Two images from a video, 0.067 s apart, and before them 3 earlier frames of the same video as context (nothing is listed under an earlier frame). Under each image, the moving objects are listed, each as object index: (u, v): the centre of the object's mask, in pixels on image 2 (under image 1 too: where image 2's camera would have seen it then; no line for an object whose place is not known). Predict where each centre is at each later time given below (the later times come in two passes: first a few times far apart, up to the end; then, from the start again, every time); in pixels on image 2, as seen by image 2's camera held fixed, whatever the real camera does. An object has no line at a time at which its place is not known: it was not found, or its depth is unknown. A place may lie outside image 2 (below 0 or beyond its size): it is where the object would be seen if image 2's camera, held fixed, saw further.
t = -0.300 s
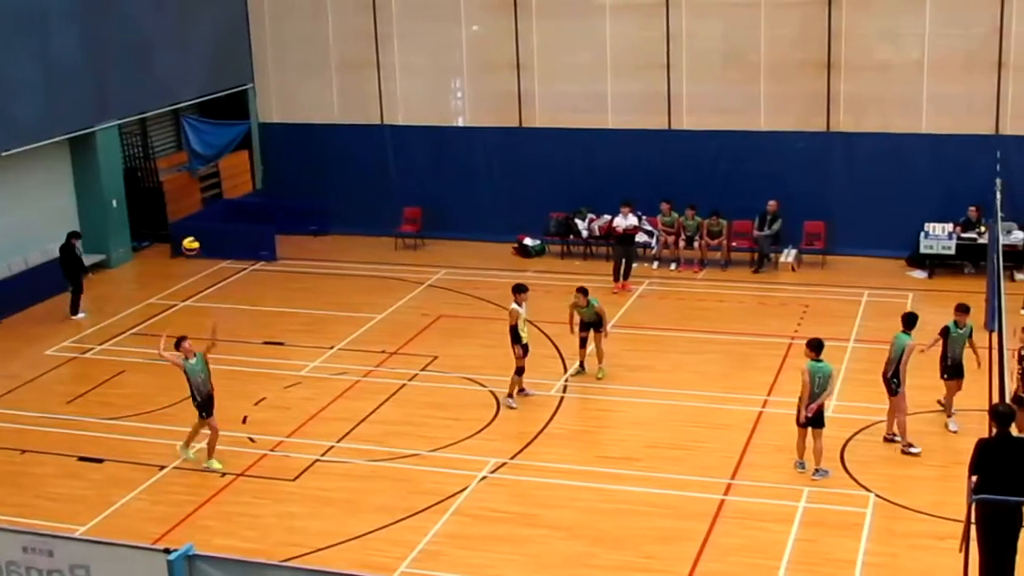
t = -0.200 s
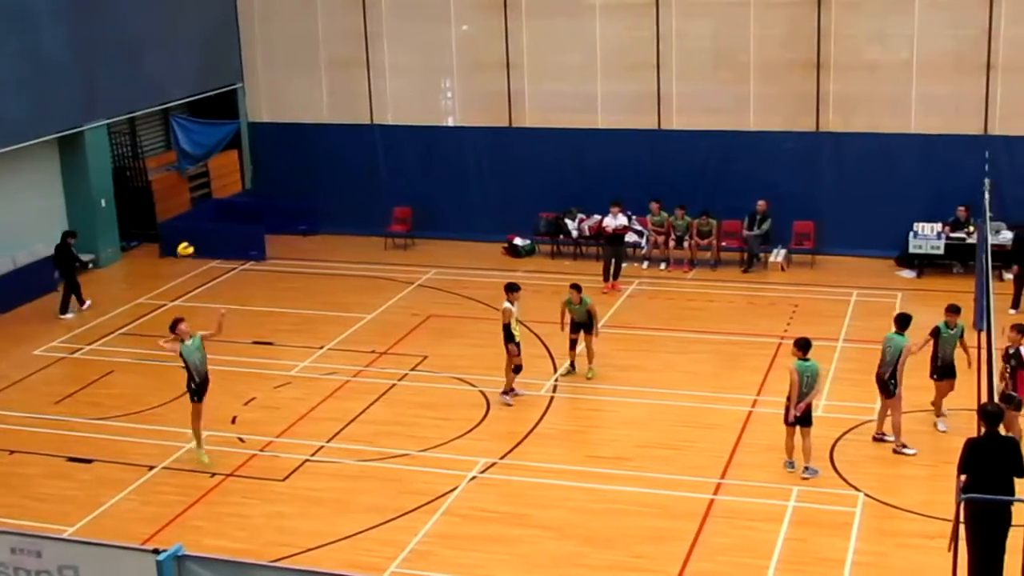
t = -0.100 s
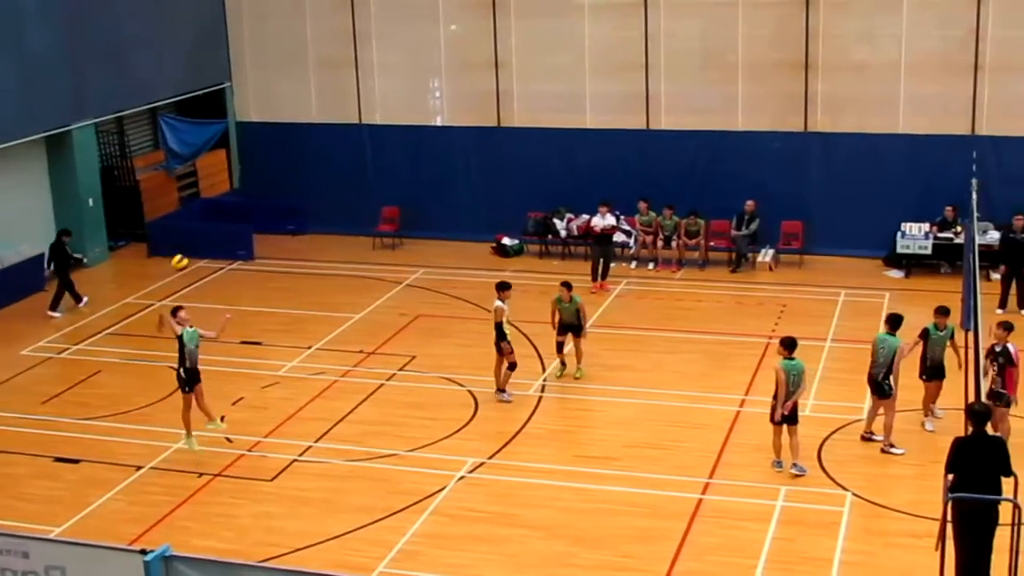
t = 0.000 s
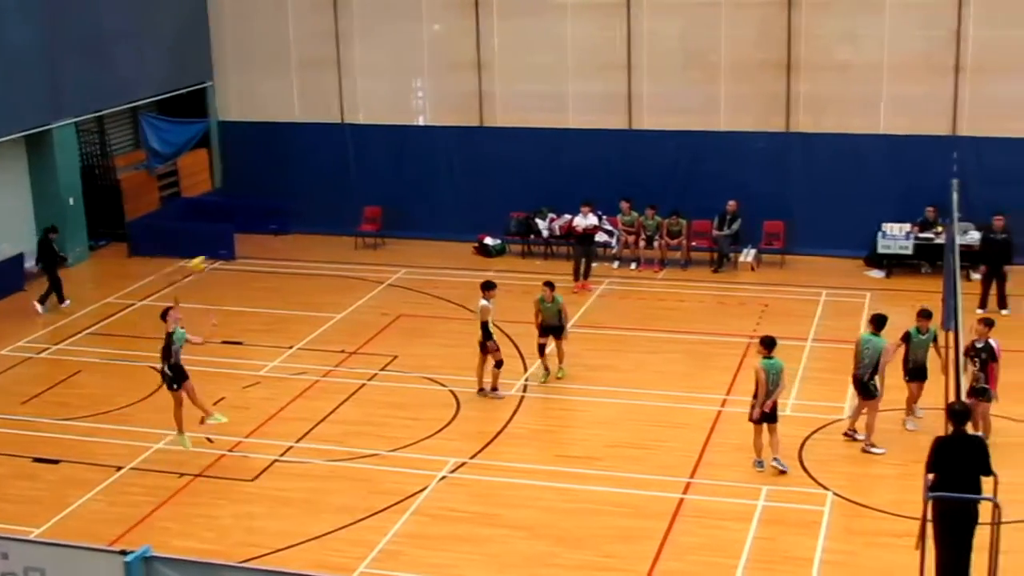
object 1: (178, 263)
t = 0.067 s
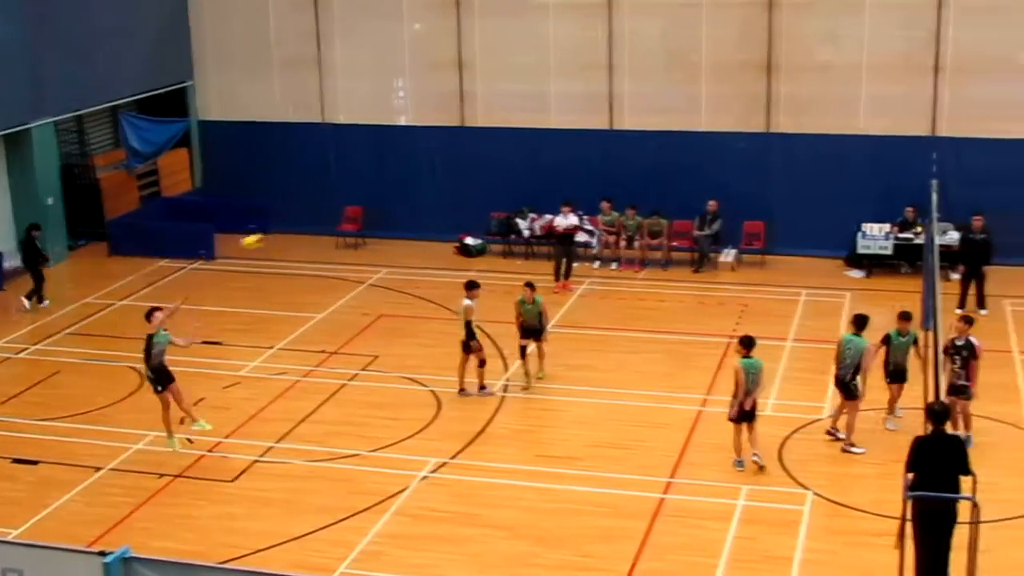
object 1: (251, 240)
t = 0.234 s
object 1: (436, 197)
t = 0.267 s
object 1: (473, 190)
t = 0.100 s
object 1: (288, 230)
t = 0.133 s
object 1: (324, 221)
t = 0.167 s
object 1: (362, 213)
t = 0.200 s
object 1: (399, 204)
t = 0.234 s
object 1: (436, 197)
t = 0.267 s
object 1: (473, 190)
